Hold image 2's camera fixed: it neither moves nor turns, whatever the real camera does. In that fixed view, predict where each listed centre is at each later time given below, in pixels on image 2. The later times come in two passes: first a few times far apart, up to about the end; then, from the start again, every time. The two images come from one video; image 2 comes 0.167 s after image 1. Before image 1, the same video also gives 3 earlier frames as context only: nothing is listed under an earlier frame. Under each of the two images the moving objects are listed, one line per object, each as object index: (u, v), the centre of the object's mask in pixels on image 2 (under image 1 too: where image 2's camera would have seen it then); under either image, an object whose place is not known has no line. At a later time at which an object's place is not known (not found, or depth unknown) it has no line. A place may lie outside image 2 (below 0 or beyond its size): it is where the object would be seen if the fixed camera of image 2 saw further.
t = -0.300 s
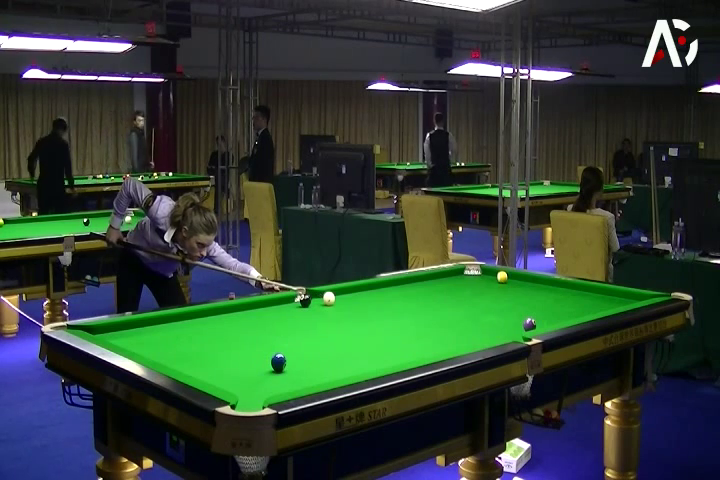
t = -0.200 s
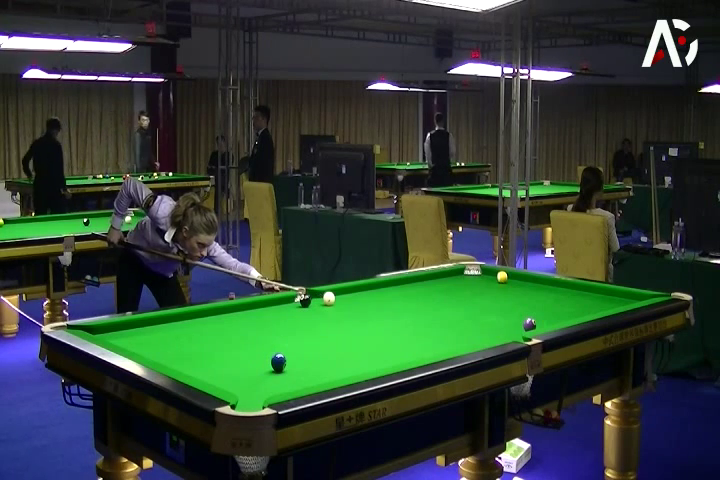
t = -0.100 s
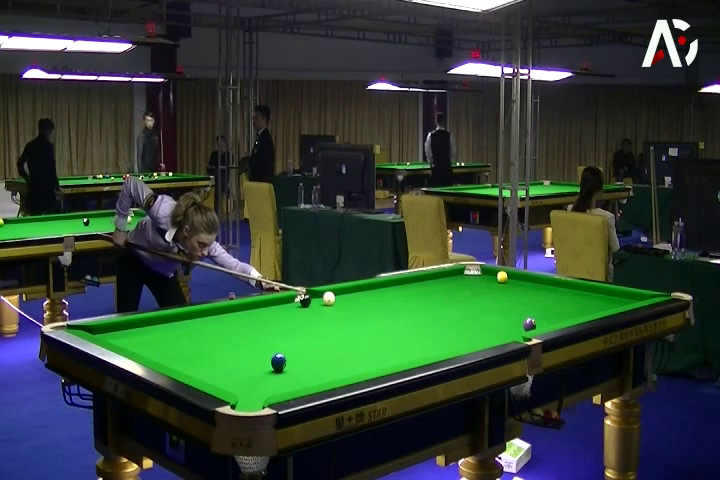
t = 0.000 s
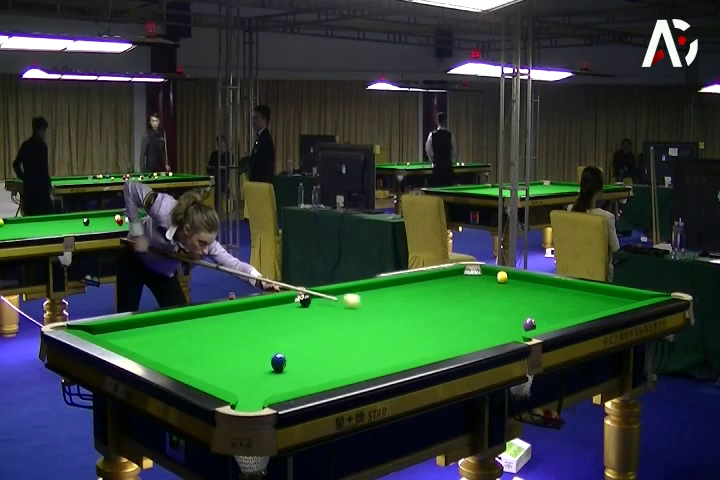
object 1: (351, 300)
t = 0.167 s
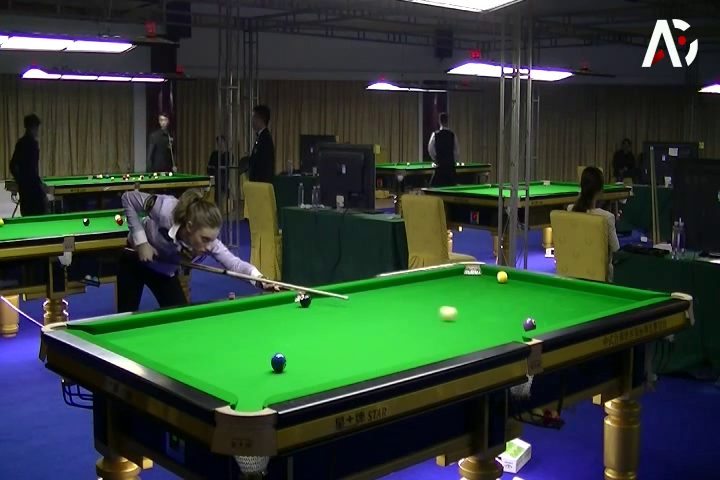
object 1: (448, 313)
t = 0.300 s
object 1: (522, 321)
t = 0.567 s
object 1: (577, 312)
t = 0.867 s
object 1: (590, 299)
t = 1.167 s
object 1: (593, 289)
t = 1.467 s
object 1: (542, 289)
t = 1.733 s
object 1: (500, 289)
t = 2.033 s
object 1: (453, 289)
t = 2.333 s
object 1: (407, 289)
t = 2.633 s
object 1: (362, 289)
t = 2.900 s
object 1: (344, 292)
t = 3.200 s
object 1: (336, 299)
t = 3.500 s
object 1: (328, 305)
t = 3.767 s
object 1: (320, 311)
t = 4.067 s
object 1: (310, 318)
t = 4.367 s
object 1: (301, 324)
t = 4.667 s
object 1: (292, 331)
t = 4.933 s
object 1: (283, 337)
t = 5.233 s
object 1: (273, 343)
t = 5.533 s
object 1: (264, 350)
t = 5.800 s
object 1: (255, 356)
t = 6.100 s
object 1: (245, 362)
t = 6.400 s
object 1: (236, 368)
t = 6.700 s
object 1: (227, 374)
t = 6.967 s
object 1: (220, 378)
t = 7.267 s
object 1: (213, 379)
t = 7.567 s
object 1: (222, 381)
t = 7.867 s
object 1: (231, 383)
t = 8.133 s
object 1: (237, 384)
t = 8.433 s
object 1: (241, 384)
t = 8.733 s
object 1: (243, 384)
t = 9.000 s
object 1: (243, 384)
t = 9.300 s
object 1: (243, 384)
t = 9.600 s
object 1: (243, 384)
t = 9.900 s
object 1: (243, 384)
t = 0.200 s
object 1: (467, 315)
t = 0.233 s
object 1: (487, 318)
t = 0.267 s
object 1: (505, 320)
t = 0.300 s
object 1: (522, 321)
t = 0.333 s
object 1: (533, 320)
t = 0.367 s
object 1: (543, 319)
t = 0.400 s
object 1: (553, 318)
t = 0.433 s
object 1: (563, 317)
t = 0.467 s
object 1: (573, 316)
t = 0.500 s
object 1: (576, 314)
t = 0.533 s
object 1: (577, 313)
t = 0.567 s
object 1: (577, 312)
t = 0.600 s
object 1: (578, 310)
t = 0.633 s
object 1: (580, 309)
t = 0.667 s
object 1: (582, 308)
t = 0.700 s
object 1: (583, 307)
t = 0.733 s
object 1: (584, 305)
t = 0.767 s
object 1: (586, 304)
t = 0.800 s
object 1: (587, 302)
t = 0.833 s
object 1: (588, 301)
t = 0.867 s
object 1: (590, 299)
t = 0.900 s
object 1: (591, 298)
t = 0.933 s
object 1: (592, 297)
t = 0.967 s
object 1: (594, 295)
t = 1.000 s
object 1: (594, 294)
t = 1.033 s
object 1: (596, 292)
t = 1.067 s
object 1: (597, 291)
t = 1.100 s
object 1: (598, 290)
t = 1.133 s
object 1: (598, 289)
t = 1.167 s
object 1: (593, 289)
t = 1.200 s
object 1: (587, 289)
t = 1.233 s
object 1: (581, 289)
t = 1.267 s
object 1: (575, 289)
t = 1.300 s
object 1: (569, 289)
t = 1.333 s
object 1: (564, 289)
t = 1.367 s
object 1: (559, 289)
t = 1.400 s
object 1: (553, 289)
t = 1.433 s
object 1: (548, 289)
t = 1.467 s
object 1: (542, 289)
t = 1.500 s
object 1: (537, 289)
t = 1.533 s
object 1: (532, 289)
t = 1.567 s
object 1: (526, 289)
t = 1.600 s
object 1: (521, 289)
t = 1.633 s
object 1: (516, 289)
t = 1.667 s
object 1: (510, 289)
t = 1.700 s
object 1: (505, 289)
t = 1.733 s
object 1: (500, 289)
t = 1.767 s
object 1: (494, 289)
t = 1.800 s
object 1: (489, 289)
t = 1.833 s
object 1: (484, 289)
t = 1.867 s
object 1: (479, 289)
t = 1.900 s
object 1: (473, 289)
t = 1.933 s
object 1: (469, 289)
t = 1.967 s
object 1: (463, 289)
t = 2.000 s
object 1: (458, 289)
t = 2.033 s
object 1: (453, 289)
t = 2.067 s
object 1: (448, 289)
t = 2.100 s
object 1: (443, 289)
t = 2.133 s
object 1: (438, 289)
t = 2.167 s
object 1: (432, 289)
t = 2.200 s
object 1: (427, 289)
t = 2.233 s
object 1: (422, 289)
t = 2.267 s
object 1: (417, 289)
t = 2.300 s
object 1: (412, 289)
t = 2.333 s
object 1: (407, 289)
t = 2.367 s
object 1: (402, 287)
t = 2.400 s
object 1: (396, 288)
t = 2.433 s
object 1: (392, 289)
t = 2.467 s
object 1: (387, 289)
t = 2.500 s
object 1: (382, 289)
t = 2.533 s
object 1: (377, 289)
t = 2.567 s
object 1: (372, 289)
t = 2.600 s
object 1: (367, 289)
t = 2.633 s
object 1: (362, 289)
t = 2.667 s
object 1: (357, 289)
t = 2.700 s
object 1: (352, 289)
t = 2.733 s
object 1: (348, 289)
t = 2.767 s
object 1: (347, 290)
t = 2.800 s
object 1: (347, 290)
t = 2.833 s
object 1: (346, 291)
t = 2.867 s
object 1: (345, 292)
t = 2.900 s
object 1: (344, 292)
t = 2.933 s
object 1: (343, 293)
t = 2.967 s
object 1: (342, 294)
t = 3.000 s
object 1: (341, 294)
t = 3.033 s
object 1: (341, 295)
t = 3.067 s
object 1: (340, 296)
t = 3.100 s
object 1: (339, 297)
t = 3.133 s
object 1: (338, 297)
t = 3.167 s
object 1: (337, 298)
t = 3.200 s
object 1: (336, 299)
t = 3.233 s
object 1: (335, 299)
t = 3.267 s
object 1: (334, 300)
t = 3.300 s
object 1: (333, 301)
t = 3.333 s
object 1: (332, 301)
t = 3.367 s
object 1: (331, 302)
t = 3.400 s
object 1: (330, 303)
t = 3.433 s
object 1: (329, 304)
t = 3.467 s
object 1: (328, 304)
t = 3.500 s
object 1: (328, 305)
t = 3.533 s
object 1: (327, 306)
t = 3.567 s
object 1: (326, 307)
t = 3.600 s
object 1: (325, 307)
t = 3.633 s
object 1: (323, 308)
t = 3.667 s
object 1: (323, 309)
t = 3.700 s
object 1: (322, 309)
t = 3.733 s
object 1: (321, 310)
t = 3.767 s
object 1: (320, 311)
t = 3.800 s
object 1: (319, 312)
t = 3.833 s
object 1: (318, 312)
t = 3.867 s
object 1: (317, 313)
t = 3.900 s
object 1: (316, 314)
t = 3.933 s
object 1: (315, 315)
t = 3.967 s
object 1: (314, 315)
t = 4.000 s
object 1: (312, 316)
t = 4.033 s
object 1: (311, 317)
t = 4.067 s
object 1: (310, 318)
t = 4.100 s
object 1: (309, 318)
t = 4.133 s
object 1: (308, 319)
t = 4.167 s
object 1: (308, 320)
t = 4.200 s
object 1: (306, 321)
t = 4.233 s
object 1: (305, 322)
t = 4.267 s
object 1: (305, 322)
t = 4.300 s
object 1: (304, 323)
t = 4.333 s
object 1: (302, 323)
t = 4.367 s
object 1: (301, 324)
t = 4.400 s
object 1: (300, 325)
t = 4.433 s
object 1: (299, 326)
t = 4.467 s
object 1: (298, 327)
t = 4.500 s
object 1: (297, 327)
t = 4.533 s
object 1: (296, 328)
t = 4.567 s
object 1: (295, 329)
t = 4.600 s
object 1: (294, 330)
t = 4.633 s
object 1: (293, 330)
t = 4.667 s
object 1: (292, 331)
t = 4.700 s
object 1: (291, 332)
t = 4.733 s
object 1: (290, 333)
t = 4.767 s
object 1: (289, 333)
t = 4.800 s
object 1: (288, 334)
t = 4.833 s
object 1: (286, 335)
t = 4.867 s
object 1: (286, 335)
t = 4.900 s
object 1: (284, 336)
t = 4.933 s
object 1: (283, 337)
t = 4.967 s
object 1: (282, 338)
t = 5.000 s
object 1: (281, 339)
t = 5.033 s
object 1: (280, 339)
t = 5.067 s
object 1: (279, 340)
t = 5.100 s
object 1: (278, 341)
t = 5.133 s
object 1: (277, 341)
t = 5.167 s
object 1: (276, 342)
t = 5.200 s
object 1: (274, 343)
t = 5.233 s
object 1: (273, 343)
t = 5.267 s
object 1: (272, 344)
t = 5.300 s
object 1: (271, 345)
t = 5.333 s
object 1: (270, 346)
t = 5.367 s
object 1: (269, 346)
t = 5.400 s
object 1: (268, 347)
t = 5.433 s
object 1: (267, 348)
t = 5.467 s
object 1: (266, 348)
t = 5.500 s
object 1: (265, 349)
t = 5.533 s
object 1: (264, 350)
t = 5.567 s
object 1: (263, 351)
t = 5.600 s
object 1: (262, 351)
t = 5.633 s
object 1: (260, 352)
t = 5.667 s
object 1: (260, 353)
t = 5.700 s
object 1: (258, 354)
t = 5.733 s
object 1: (257, 354)
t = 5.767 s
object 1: (256, 355)
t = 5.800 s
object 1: (255, 356)
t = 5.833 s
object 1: (254, 356)
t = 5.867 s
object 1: (253, 357)
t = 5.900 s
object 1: (252, 358)
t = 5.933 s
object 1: (251, 358)
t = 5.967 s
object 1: (249, 359)
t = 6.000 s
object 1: (249, 360)
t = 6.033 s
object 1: (247, 360)
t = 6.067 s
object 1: (246, 361)
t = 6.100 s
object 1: (245, 362)
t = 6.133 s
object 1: (244, 363)
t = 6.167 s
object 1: (243, 363)
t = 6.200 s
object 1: (242, 364)
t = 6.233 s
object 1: (241, 365)
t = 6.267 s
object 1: (240, 365)
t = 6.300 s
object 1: (239, 366)
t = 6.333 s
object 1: (238, 367)
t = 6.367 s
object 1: (237, 367)
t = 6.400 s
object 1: (236, 368)
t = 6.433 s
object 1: (235, 369)
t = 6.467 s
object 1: (234, 369)
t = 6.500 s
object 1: (233, 370)
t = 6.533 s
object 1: (232, 371)
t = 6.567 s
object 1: (231, 371)
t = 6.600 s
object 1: (230, 372)
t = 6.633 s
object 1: (229, 373)
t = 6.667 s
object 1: (228, 373)
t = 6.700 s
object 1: (227, 374)
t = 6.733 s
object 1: (226, 375)
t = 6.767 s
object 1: (225, 375)
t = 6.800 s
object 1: (225, 376)
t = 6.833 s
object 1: (224, 376)
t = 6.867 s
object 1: (223, 377)
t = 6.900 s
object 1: (222, 377)
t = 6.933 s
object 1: (221, 377)
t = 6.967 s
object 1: (220, 378)
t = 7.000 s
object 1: (219, 378)
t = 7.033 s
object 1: (219, 378)
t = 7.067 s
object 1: (218, 378)
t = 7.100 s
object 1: (217, 379)
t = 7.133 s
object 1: (216, 379)
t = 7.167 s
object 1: (216, 379)
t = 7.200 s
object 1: (215, 379)
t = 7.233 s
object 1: (214, 379)
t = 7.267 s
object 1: (213, 379)
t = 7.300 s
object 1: (213, 380)
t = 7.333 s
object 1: (214, 380)
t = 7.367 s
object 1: (215, 380)
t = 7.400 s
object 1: (216, 380)
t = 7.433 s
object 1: (218, 380)
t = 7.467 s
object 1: (219, 381)
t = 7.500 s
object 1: (220, 381)
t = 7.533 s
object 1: (221, 381)
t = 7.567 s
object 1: (222, 381)
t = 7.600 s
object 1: (223, 382)
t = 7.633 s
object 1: (225, 382)
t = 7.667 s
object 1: (225, 382)
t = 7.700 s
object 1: (226, 382)
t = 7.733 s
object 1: (227, 382)
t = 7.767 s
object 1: (228, 382)
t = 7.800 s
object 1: (229, 383)
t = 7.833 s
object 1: (230, 383)
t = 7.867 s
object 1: (231, 383)
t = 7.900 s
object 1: (231, 383)
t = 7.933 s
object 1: (232, 383)
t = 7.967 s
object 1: (233, 383)
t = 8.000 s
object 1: (234, 383)
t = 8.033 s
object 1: (234, 384)
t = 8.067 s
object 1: (235, 384)
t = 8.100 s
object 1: (236, 384)
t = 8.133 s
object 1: (237, 384)
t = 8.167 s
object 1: (237, 384)
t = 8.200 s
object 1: (238, 384)
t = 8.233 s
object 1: (238, 384)
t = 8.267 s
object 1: (239, 384)
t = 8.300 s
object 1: (239, 384)
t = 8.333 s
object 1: (240, 384)
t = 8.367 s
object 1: (240, 384)
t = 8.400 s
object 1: (240, 384)
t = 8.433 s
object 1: (241, 384)
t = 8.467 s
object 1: (241, 384)
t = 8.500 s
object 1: (241, 384)
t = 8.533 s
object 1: (242, 384)
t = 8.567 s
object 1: (242, 384)
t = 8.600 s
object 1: (242, 384)
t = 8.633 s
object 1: (242, 384)
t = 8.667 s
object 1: (242, 384)
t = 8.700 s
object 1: (243, 384)
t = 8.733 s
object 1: (243, 384)
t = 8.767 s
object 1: (243, 384)
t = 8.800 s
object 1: (243, 384)
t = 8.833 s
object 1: (243, 384)
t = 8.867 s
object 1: (243, 384)
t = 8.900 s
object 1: (243, 384)
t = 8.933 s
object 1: (243, 384)
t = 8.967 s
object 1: (243, 384)
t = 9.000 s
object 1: (243, 384)
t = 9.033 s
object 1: (243, 384)
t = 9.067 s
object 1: (243, 384)
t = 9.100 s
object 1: (243, 384)
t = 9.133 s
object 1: (243, 384)
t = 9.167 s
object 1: (243, 384)
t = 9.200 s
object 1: (243, 384)
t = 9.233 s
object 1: (243, 384)
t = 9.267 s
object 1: (243, 384)
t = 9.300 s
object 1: (243, 384)
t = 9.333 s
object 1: (243, 384)
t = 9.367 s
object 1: (243, 384)
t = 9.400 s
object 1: (243, 384)
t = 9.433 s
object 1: (243, 384)
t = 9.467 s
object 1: (244, 384)
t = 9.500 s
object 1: (243, 384)
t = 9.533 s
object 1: (243, 384)
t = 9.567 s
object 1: (243, 384)
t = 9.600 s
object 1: (243, 384)
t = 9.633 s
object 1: (243, 384)
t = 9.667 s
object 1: (243, 384)
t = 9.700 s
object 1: (243, 384)
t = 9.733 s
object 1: (243, 384)
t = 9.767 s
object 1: (243, 384)
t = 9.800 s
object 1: (243, 384)
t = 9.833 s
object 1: (243, 384)
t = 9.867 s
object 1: (243, 384)
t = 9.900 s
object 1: (243, 384)
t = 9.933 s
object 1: (243, 384)
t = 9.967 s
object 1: (243, 384)
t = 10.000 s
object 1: (243, 384)
